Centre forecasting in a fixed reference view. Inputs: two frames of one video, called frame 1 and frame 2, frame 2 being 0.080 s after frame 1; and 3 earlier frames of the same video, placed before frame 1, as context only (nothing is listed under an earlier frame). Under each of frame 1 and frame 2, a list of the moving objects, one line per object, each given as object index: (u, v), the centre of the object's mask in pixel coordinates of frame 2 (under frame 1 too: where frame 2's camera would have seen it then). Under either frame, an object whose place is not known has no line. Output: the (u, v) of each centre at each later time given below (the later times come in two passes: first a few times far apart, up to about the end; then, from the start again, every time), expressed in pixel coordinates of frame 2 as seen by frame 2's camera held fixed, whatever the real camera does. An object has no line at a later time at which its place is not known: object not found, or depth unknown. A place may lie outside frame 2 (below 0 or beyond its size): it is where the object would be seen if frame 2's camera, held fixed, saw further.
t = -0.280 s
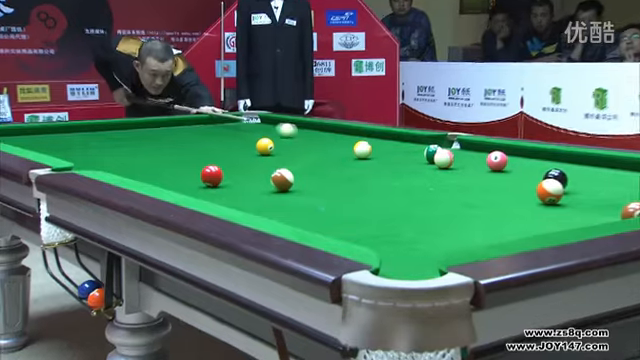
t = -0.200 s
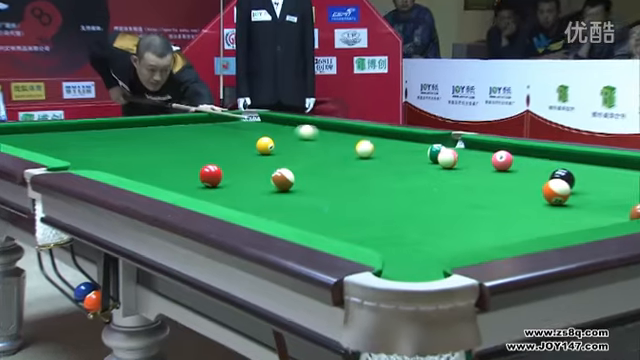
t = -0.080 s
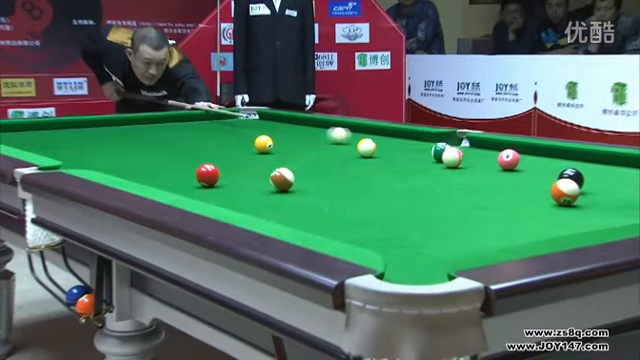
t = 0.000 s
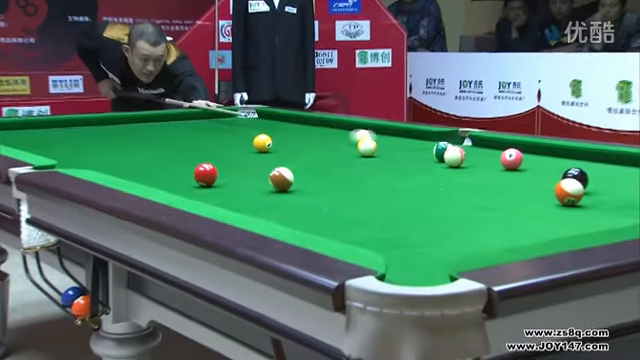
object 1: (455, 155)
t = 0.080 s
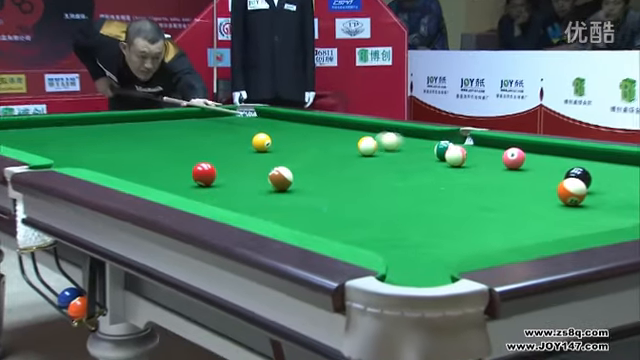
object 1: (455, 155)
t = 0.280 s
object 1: (457, 157)
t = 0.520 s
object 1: (457, 169)
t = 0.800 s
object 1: (457, 184)
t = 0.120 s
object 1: (455, 155)
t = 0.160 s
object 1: (456, 155)
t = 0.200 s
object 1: (456, 154)
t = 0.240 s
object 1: (456, 155)
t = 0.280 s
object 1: (457, 157)
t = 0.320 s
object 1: (456, 159)
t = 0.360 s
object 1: (457, 161)
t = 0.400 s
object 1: (456, 163)
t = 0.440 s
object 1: (456, 165)
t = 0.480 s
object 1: (457, 166)
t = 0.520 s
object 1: (457, 169)
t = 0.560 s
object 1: (457, 171)
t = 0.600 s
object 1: (457, 173)
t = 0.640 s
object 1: (457, 175)
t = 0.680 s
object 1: (457, 177)
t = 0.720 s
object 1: (457, 179)
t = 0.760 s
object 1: (457, 182)
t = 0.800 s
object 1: (457, 184)
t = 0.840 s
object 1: (457, 186)
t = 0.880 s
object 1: (457, 188)
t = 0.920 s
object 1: (458, 191)
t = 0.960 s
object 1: (457, 193)
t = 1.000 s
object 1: (458, 196)
